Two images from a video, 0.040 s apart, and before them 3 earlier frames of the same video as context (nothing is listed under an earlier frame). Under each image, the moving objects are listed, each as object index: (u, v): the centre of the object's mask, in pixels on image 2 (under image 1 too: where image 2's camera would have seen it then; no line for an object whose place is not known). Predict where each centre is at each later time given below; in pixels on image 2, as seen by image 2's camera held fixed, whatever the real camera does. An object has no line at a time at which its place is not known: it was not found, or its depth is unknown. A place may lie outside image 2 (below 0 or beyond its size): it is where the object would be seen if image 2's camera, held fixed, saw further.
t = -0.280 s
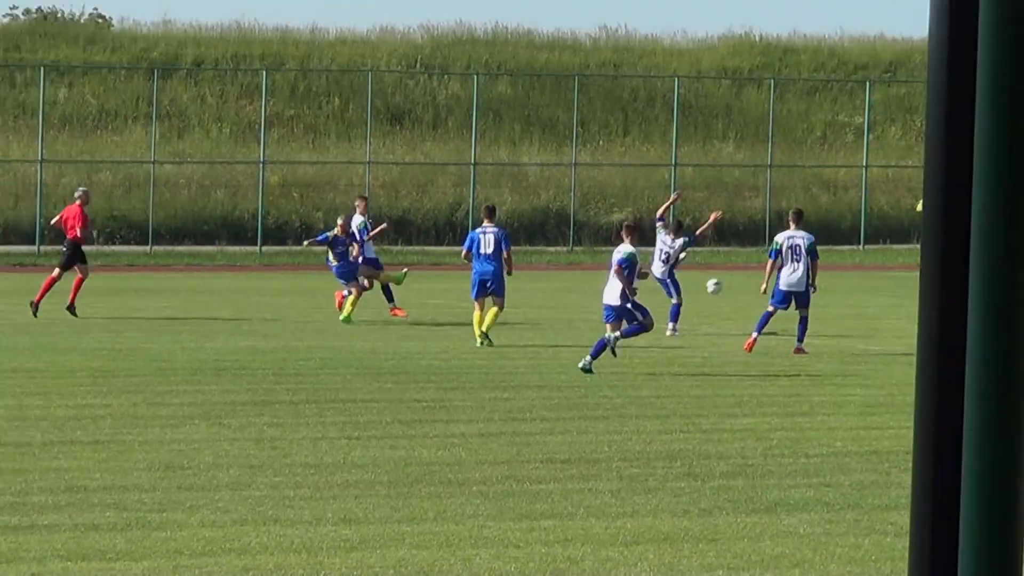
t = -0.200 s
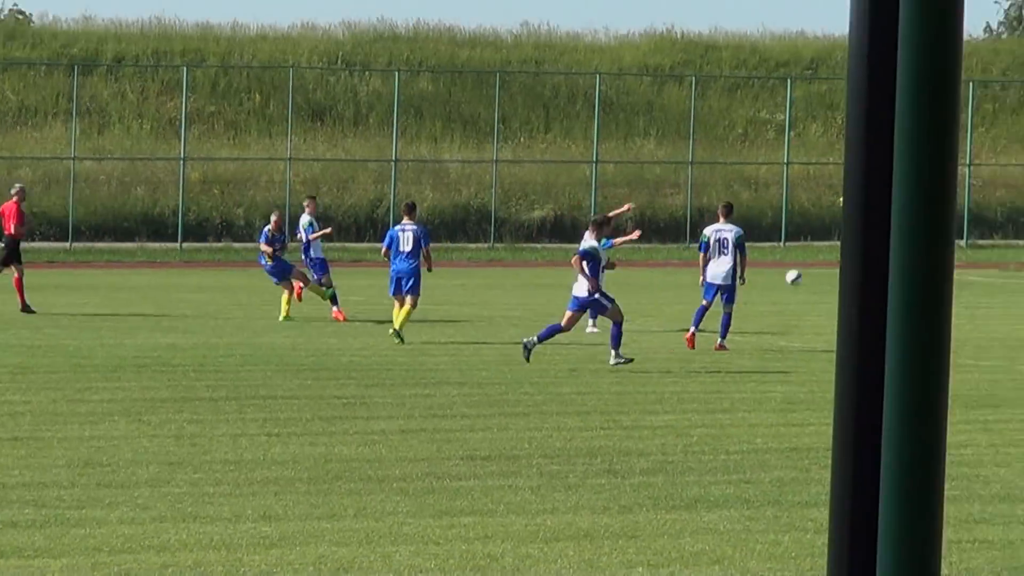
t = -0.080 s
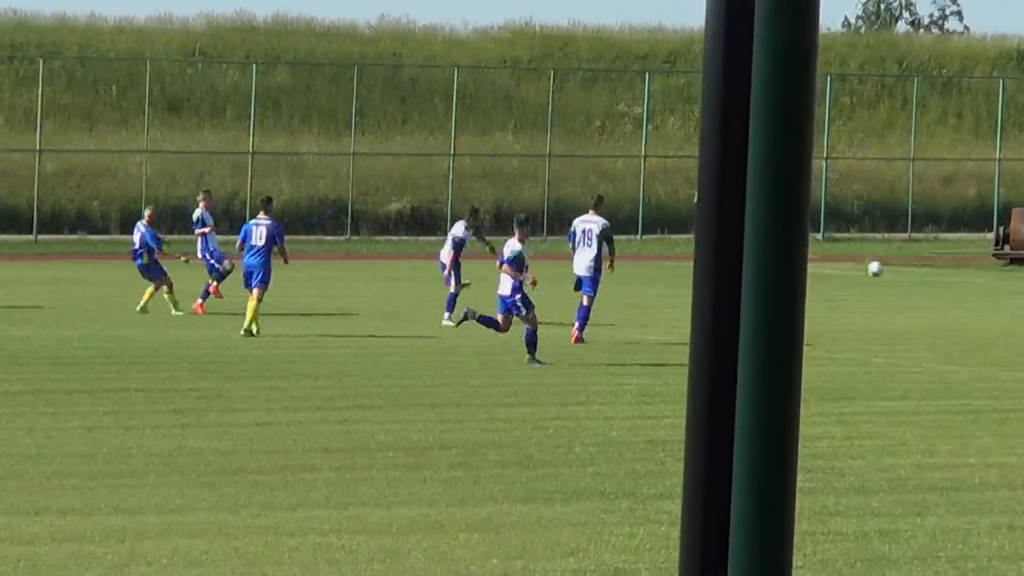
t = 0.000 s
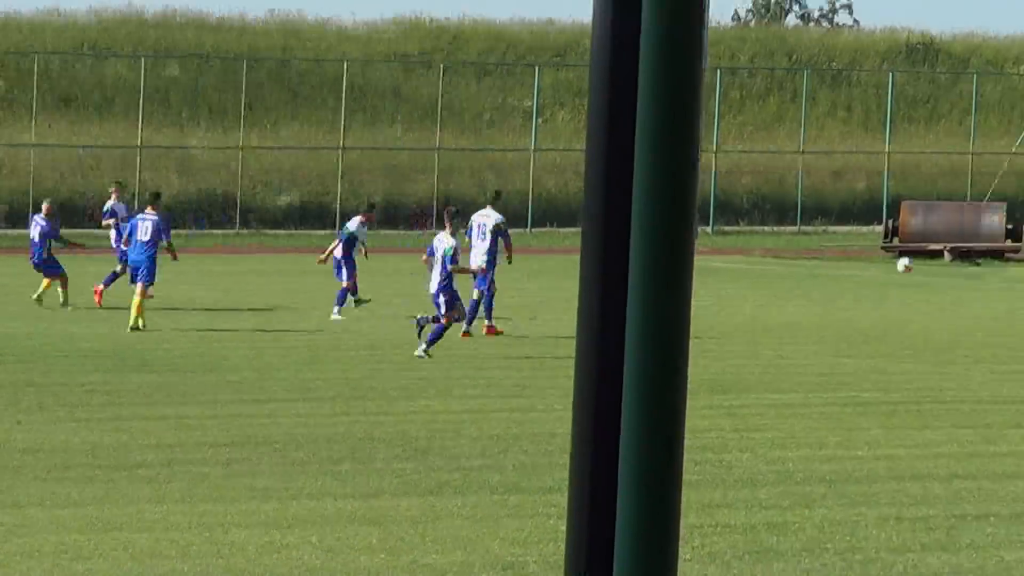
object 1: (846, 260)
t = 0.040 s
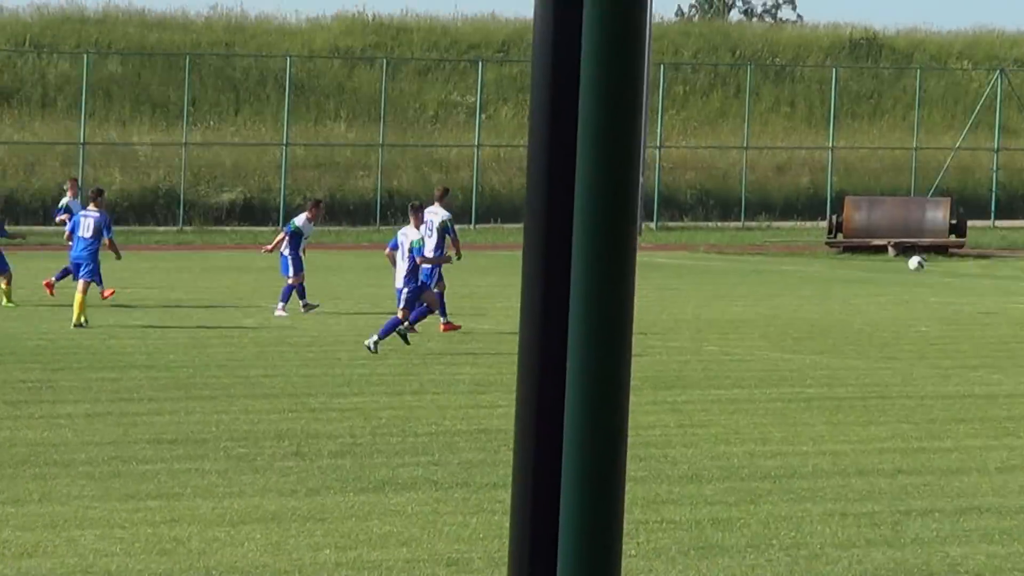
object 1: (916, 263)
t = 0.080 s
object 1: (984, 266)
